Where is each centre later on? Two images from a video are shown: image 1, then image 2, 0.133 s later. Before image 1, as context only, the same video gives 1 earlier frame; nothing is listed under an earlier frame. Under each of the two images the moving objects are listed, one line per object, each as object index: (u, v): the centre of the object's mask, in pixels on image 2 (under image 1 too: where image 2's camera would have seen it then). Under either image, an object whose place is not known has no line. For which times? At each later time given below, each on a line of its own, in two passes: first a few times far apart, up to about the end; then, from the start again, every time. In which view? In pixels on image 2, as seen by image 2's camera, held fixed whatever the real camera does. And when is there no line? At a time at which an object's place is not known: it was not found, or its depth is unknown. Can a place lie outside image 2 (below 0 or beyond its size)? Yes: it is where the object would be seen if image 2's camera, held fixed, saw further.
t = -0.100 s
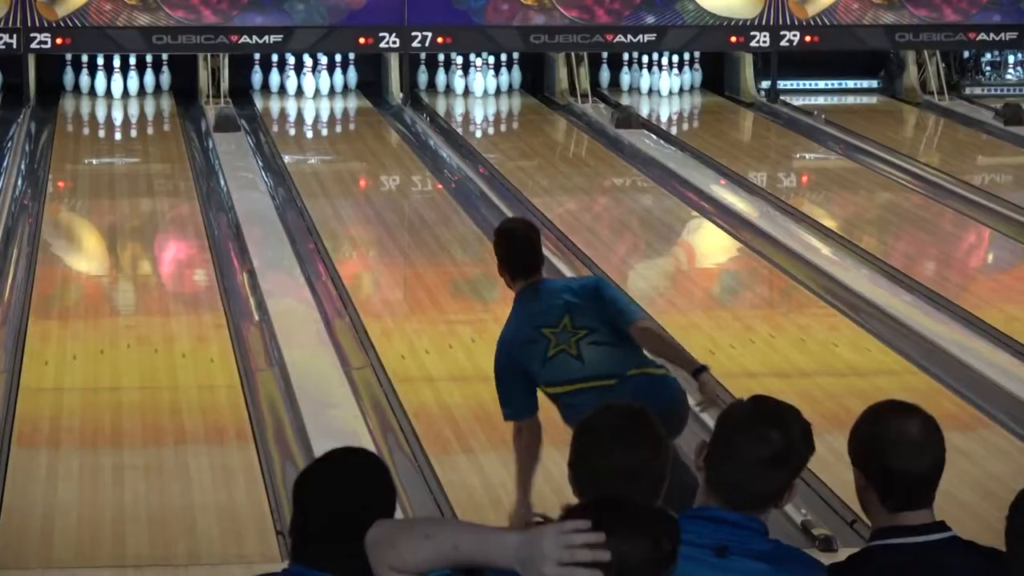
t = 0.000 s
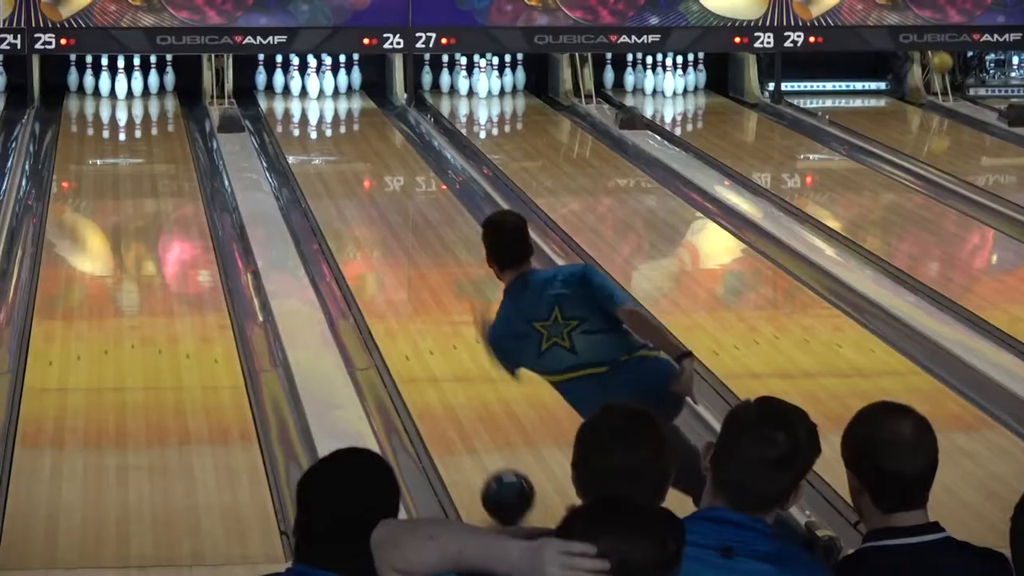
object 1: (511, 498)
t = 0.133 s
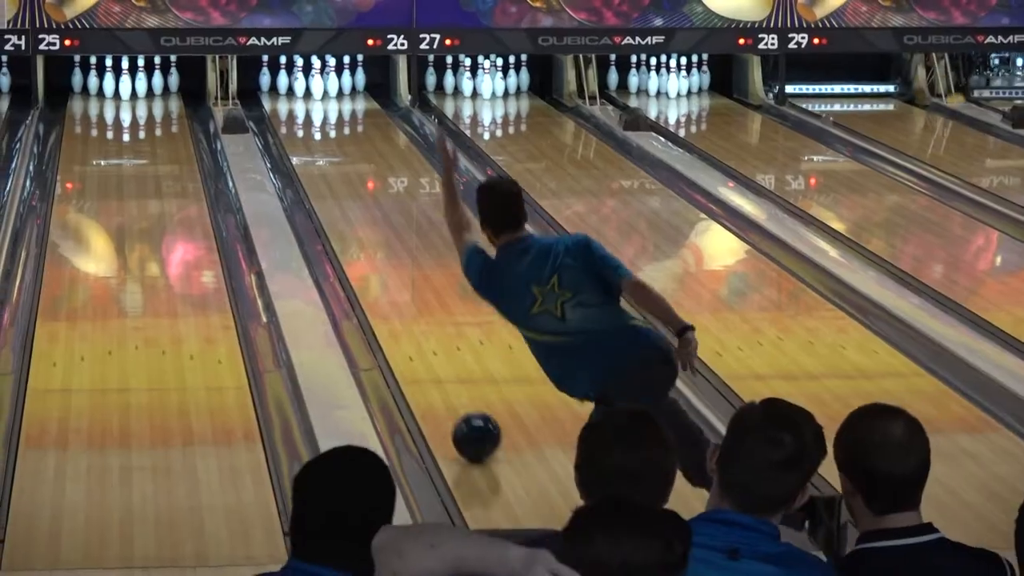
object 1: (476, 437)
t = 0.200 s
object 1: (462, 410)
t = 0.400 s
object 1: (424, 342)
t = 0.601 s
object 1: (395, 288)
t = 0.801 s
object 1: (372, 245)
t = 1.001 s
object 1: (354, 208)
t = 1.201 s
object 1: (340, 177)
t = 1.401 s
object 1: (329, 151)
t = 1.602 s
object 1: (321, 128)
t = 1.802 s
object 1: (318, 109)
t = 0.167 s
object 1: (469, 423)
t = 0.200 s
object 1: (462, 410)
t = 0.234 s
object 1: (455, 398)
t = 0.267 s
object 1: (448, 386)
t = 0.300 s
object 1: (441, 375)
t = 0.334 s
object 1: (435, 363)
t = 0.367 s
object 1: (429, 353)
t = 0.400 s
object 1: (424, 342)
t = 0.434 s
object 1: (419, 332)
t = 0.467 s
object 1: (413, 323)
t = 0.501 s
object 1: (408, 314)
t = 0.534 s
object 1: (407, 318)
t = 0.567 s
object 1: (399, 296)
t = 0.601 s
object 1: (395, 288)
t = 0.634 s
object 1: (390, 281)
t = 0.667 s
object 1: (387, 273)
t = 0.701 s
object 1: (383, 266)
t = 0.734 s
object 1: (379, 258)
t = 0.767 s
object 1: (376, 251)
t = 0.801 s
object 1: (372, 245)
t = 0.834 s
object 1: (369, 238)
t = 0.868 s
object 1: (365, 232)
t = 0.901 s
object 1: (362, 226)
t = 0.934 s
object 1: (360, 220)
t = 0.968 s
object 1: (357, 214)
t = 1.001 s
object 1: (354, 208)
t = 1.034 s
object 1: (352, 203)
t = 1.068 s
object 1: (349, 198)
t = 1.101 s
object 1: (347, 193)
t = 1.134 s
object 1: (344, 188)
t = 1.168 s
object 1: (342, 183)
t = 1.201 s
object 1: (340, 177)
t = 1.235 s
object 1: (338, 173)
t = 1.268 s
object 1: (336, 169)
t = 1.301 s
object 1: (334, 164)
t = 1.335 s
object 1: (332, 160)
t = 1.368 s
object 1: (330, 155)
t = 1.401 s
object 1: (329, 151)
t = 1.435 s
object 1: (327, 147)
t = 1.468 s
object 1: (326, 144)
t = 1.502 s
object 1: (325, 139)
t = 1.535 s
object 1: (324, 135)
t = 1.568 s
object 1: (323, 132)
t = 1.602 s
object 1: (321, 128)
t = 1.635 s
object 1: (321, 125)
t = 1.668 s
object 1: (320, 122)
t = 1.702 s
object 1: (319, 119)
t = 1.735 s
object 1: (318, 115)
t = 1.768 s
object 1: (318, 113)
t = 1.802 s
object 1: (318, 109)
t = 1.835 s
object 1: (317, 107)
